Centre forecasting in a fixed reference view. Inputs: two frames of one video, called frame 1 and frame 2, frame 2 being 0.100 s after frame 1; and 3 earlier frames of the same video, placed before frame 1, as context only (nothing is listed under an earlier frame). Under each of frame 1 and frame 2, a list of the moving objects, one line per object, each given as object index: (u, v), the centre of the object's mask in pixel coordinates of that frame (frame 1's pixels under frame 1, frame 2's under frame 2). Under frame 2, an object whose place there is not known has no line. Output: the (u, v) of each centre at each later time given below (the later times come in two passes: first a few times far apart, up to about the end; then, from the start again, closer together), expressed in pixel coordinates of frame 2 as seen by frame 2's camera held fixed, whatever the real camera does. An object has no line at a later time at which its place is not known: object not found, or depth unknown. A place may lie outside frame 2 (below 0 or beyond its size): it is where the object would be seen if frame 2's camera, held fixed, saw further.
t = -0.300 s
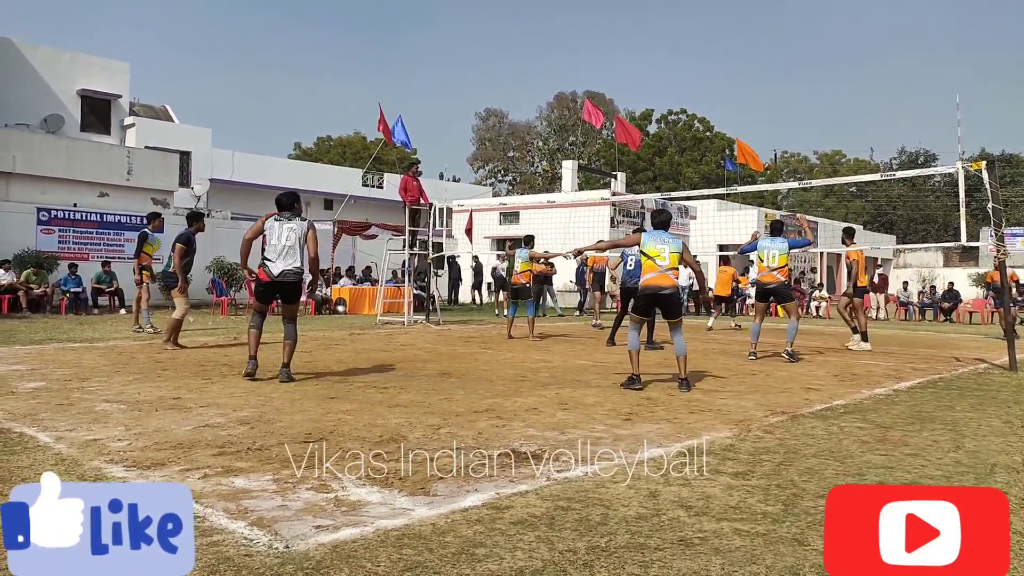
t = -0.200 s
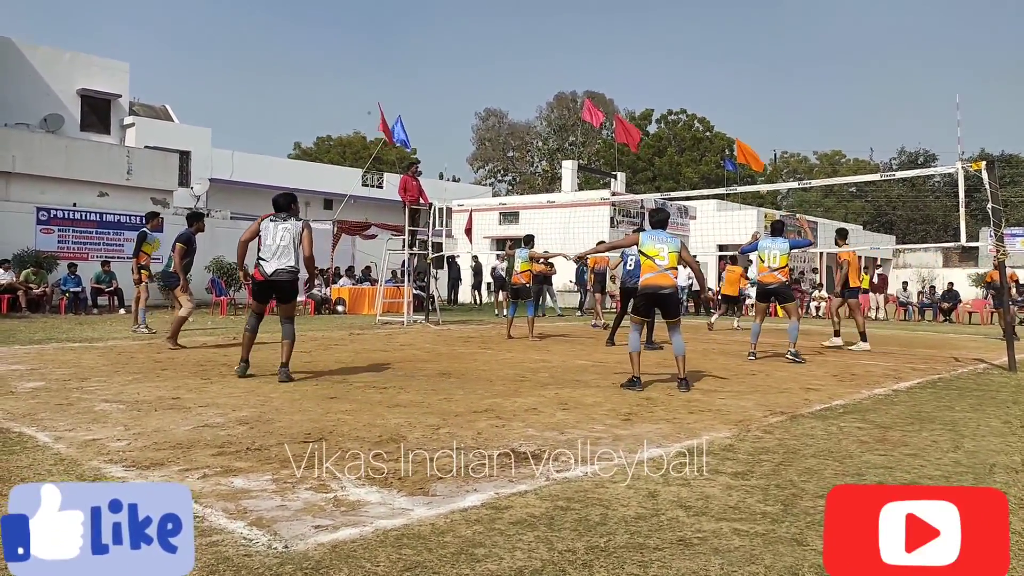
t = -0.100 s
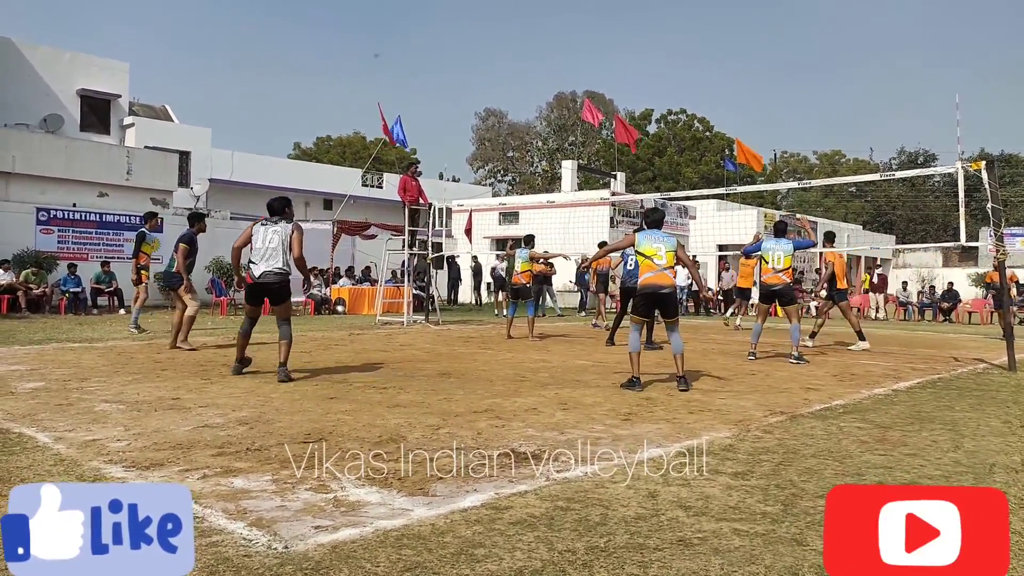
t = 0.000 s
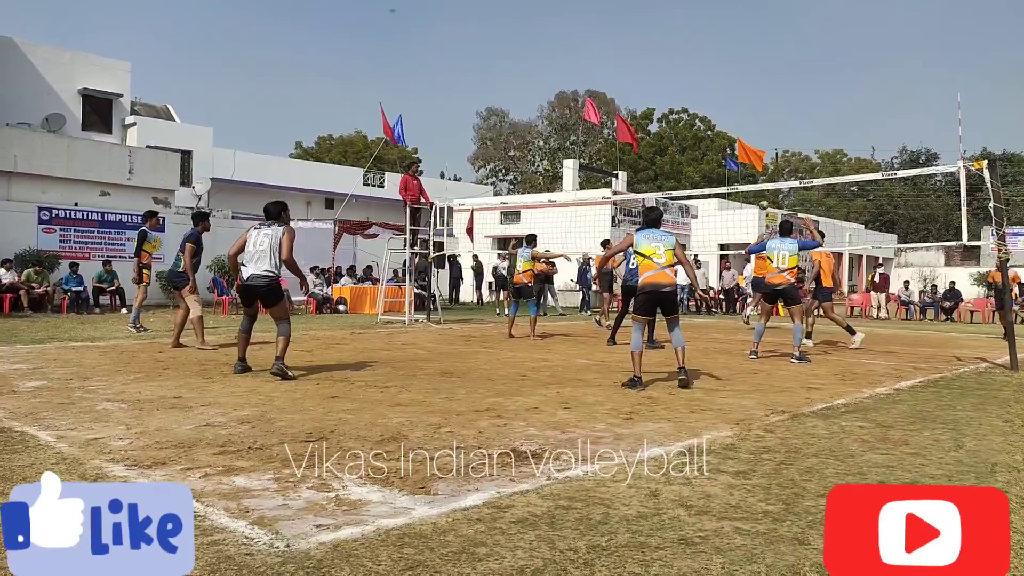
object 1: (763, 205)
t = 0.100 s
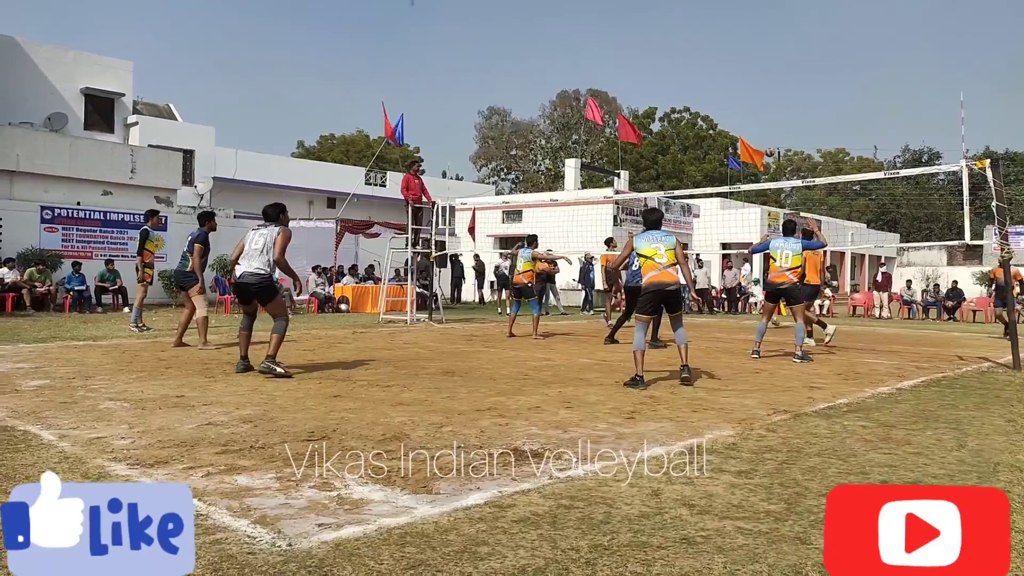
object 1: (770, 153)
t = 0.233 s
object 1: (773, 113)
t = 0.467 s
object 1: (779, 47)
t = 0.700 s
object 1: (783, 12)
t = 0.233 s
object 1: (773, 113)
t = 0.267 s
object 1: (774, 102)
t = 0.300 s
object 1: (775, 88)
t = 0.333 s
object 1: (776, 79)
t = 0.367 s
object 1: (777, 69)
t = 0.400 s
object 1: (777, 62)
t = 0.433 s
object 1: (777, 58)
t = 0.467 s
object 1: (779, 47)
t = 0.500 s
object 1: (780, 40)
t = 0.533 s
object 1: (780, 33)
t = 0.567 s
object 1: (780, 28)
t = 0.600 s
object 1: (781, 23)
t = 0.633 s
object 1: (782, 18)
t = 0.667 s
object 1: (782, 16)
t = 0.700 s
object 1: (783, 12)
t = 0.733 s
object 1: (783, 9)
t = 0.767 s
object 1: (784, 6)
